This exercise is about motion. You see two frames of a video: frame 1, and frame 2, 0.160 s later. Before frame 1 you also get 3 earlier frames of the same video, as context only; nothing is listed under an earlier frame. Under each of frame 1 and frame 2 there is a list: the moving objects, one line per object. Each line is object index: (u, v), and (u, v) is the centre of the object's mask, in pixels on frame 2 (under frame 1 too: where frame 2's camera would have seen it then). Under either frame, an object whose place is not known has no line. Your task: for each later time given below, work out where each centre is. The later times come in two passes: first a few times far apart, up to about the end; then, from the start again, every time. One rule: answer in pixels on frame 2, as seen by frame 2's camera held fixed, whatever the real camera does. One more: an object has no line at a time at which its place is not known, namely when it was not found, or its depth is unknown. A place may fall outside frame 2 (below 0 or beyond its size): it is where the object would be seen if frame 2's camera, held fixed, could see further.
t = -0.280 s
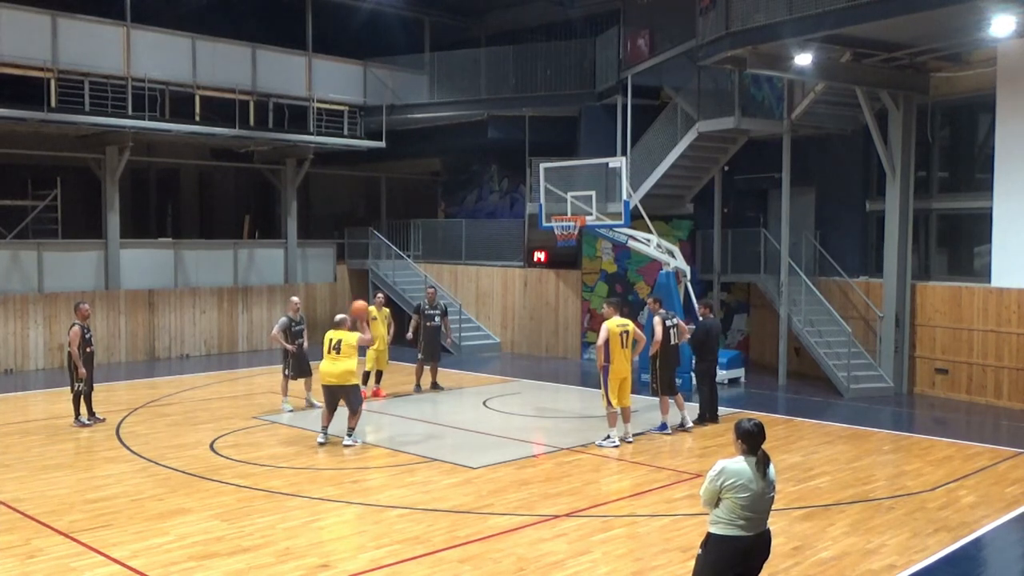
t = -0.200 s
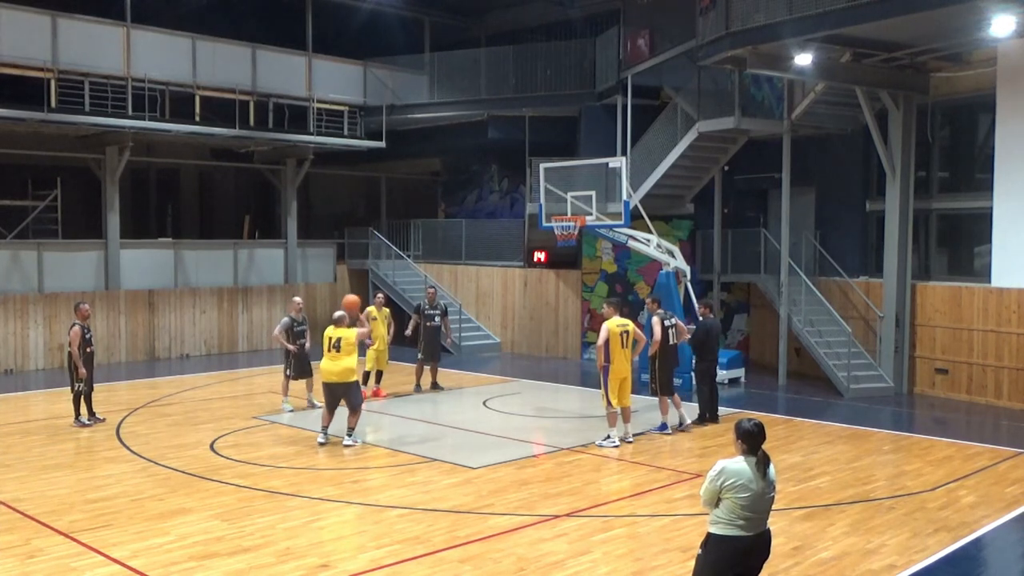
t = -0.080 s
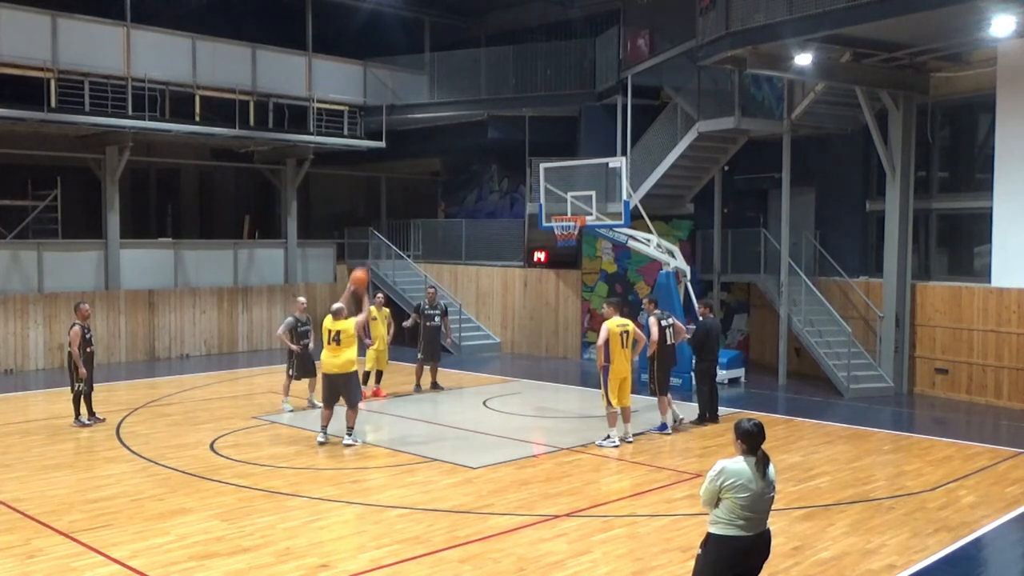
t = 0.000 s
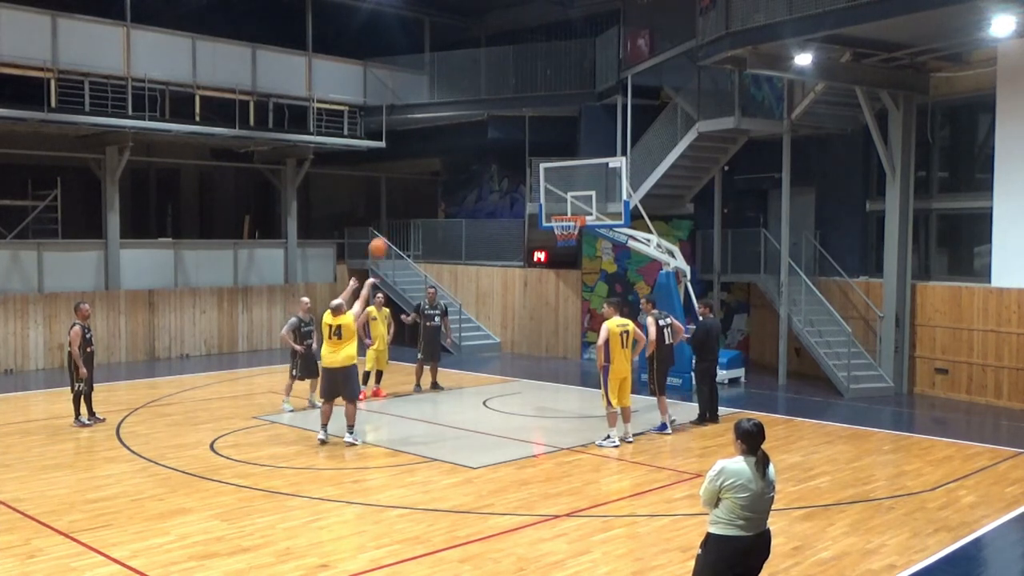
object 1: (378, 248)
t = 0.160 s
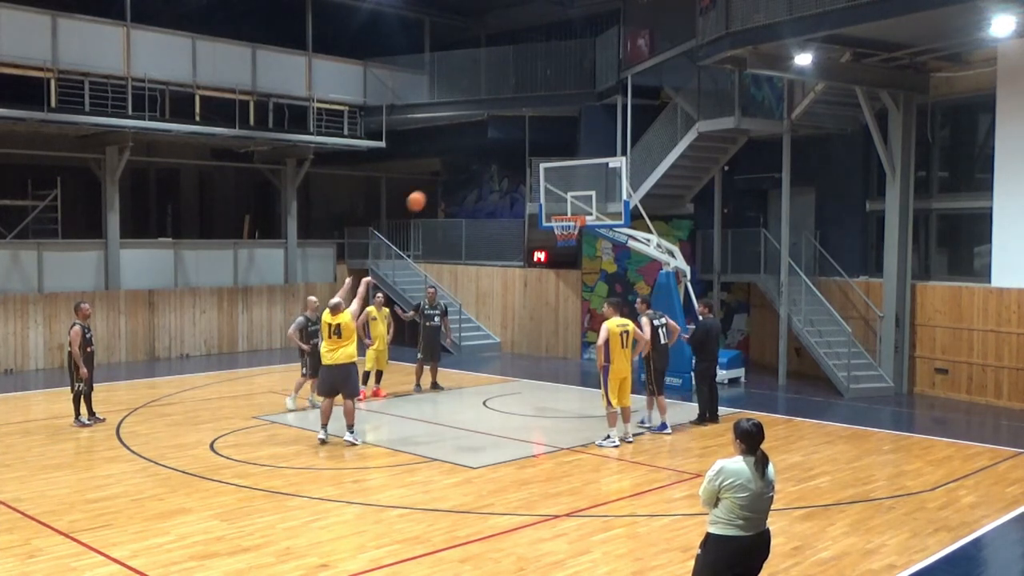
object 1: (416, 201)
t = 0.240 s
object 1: (434, 186)
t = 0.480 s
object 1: (484, 167)
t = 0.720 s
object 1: (529, 186)
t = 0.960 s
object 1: (544, 195)
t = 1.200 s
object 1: (523, 184)
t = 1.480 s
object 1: (497, 216)
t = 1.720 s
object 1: (474, 285)
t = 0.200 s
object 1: (425, 193)
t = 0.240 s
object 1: (434, 186)
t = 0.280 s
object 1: (443, 180)
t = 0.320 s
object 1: (451, 175)
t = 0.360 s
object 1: (460, 171)
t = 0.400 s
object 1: (468, 169)
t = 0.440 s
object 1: (476, 168)
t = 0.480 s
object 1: (484, 167)
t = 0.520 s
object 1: (492, 168)
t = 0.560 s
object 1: (500, 170)
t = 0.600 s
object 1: (508, 172)
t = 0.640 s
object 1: (515, 176)
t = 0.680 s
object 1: (522, 181)
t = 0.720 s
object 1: (529, 186)
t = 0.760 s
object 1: (537, 193)
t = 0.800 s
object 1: (544, 199)
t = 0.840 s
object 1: (551, 208)
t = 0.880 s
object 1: (551, 207)
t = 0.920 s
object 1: (548, 200)
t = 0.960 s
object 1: (544, 195)
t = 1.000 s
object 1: (540, 191)
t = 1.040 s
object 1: (537, 187)
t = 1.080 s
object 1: (533, 185)
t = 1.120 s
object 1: (530, 184)
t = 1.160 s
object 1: (526, 183)
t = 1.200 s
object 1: (523, 184)
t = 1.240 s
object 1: (519, 185)
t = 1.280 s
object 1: (515, 188)
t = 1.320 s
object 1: (512, 191)
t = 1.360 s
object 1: (508, 196)
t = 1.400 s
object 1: (504, 201)
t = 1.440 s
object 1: (501, 208)
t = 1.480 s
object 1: (497, 216)
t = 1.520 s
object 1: (493, 225)
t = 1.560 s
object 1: (489, 234)
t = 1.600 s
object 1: (485, 246)
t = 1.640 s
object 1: (482, 257)
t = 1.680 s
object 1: (478, 271)
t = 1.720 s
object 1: (474, 285)
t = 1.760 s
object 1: (469, 301)
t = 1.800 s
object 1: (466, 316)
